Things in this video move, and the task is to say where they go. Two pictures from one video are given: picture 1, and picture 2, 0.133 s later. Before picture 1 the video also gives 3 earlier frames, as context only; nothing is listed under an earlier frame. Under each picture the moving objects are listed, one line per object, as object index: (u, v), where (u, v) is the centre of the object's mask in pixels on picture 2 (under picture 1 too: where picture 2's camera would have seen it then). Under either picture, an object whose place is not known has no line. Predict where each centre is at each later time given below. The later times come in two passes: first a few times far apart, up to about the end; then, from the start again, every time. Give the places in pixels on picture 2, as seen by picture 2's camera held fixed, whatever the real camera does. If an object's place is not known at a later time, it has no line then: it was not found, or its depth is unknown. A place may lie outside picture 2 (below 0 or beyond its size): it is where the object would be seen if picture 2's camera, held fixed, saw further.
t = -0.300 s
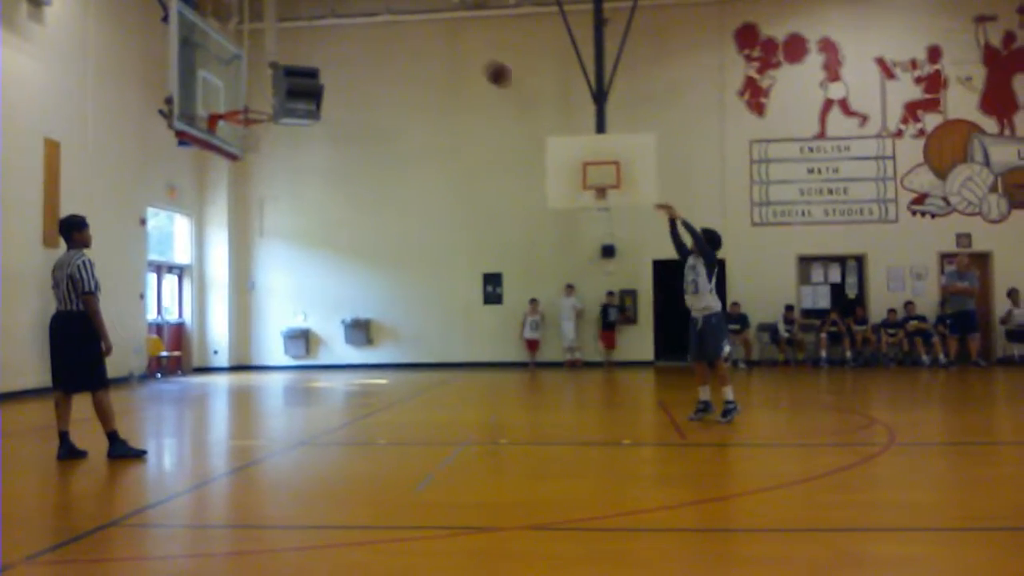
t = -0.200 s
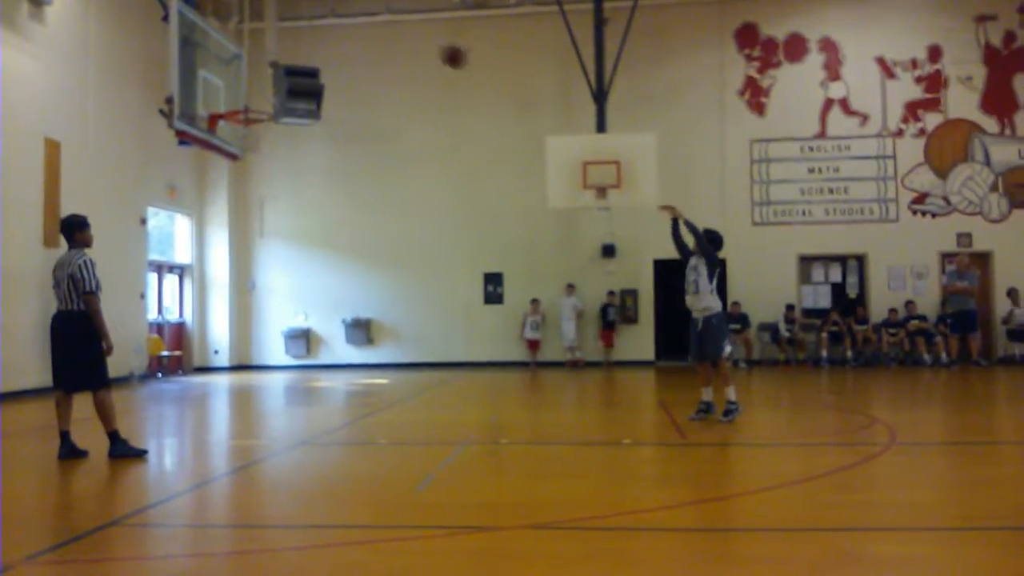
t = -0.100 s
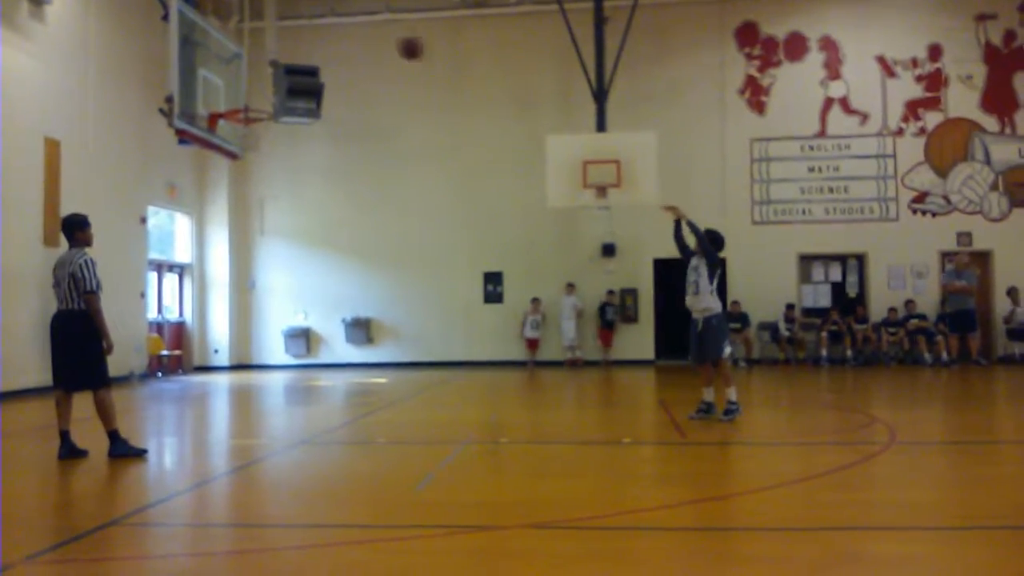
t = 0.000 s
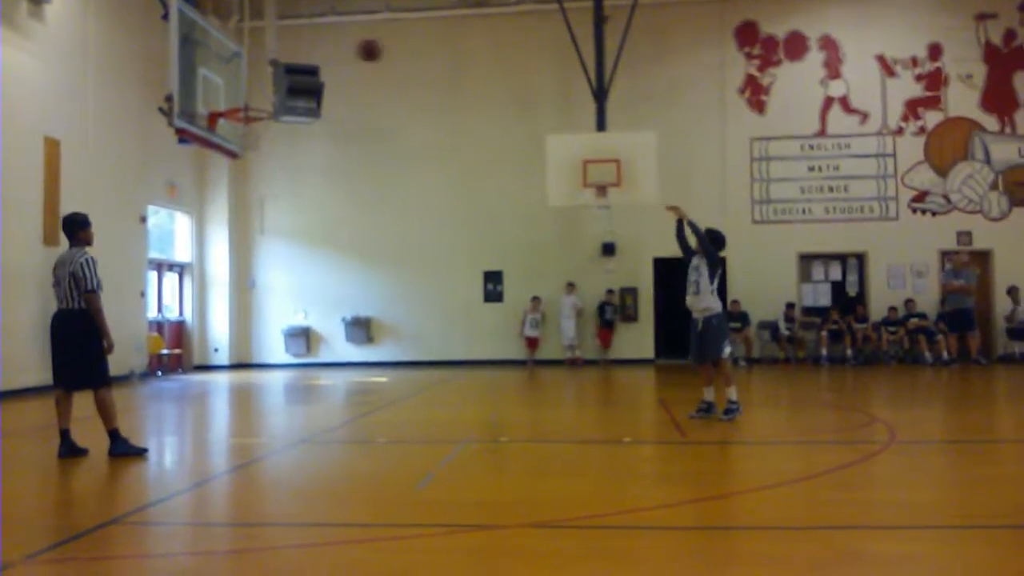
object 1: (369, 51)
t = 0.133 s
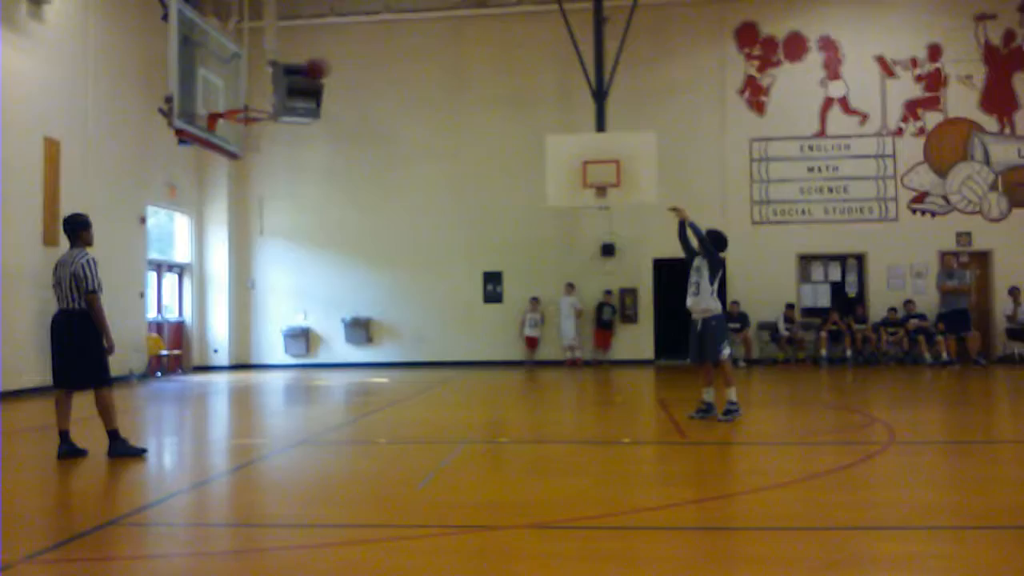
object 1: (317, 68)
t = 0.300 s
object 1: (250, 115)
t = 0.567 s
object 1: (228, 146)
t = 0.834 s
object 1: (227, 220)
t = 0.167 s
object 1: (301, 77)
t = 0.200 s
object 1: (290, 82)
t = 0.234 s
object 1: (274, 93)
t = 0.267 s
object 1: (263, 103)
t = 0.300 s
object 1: (250, 115)
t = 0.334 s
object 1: (239, 126)
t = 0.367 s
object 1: (231, 130)
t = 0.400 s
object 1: (228, 130)
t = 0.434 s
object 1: (227, 132)
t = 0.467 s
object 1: (228, 134)
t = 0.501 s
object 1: (227, 138)
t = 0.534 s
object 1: (227, 141)
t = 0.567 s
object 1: (228, 146)
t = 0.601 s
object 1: (227, 152)
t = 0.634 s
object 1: (227, 159)
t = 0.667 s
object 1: (227, 166)
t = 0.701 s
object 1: (227, 175)
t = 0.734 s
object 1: (227, 185)
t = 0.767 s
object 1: (227, 195)
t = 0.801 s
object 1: (227, 207)
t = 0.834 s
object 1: (227, 220)
